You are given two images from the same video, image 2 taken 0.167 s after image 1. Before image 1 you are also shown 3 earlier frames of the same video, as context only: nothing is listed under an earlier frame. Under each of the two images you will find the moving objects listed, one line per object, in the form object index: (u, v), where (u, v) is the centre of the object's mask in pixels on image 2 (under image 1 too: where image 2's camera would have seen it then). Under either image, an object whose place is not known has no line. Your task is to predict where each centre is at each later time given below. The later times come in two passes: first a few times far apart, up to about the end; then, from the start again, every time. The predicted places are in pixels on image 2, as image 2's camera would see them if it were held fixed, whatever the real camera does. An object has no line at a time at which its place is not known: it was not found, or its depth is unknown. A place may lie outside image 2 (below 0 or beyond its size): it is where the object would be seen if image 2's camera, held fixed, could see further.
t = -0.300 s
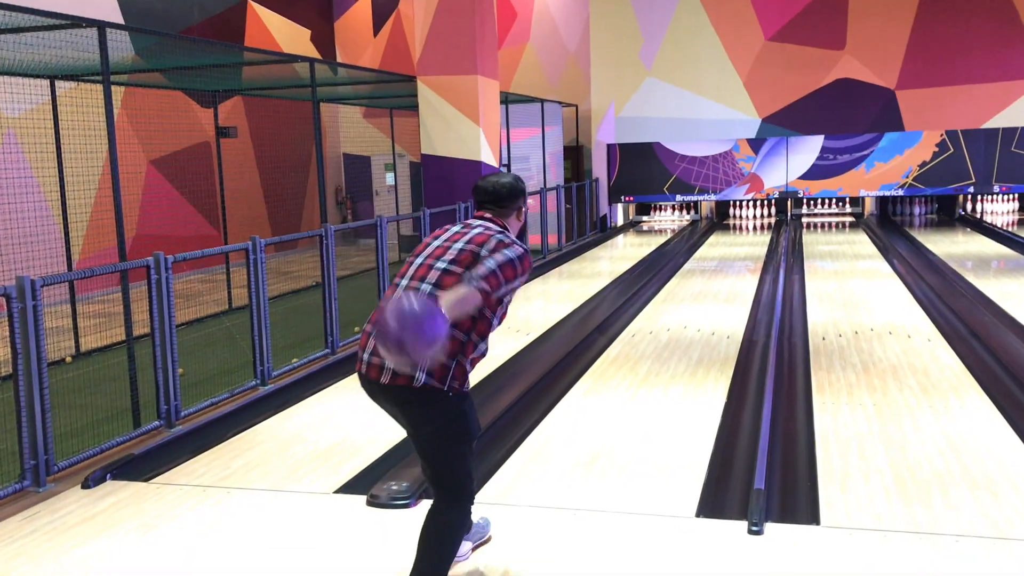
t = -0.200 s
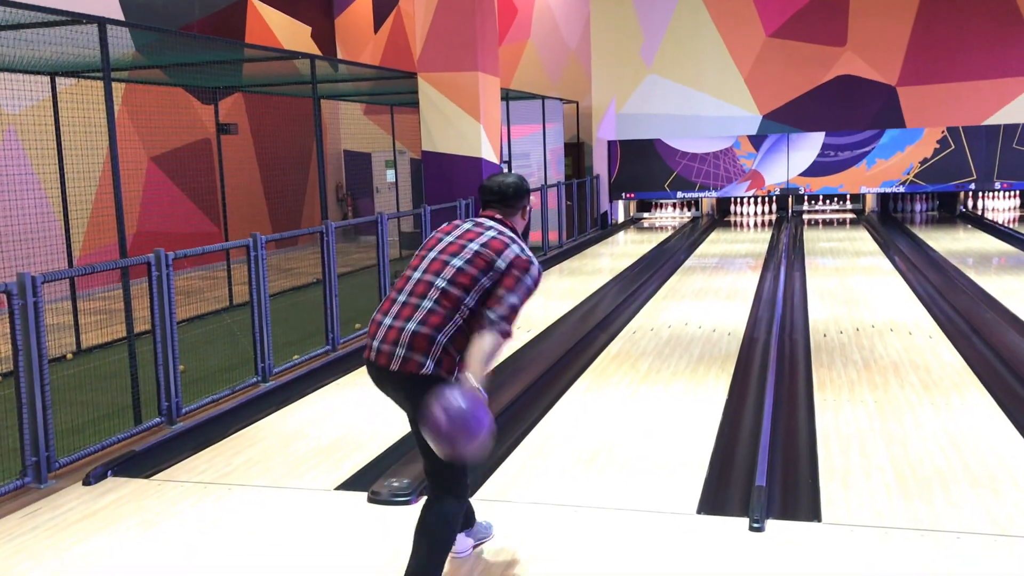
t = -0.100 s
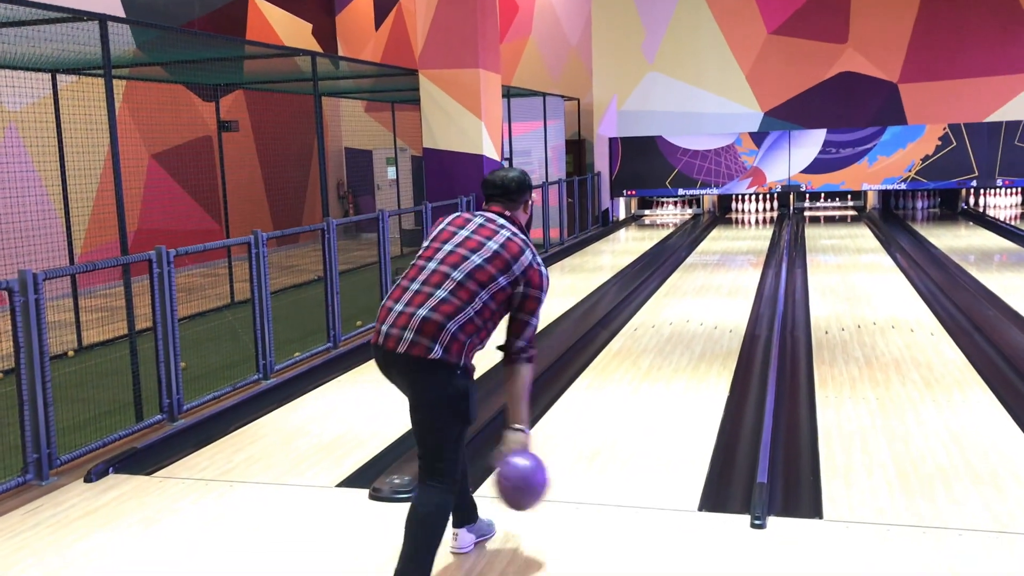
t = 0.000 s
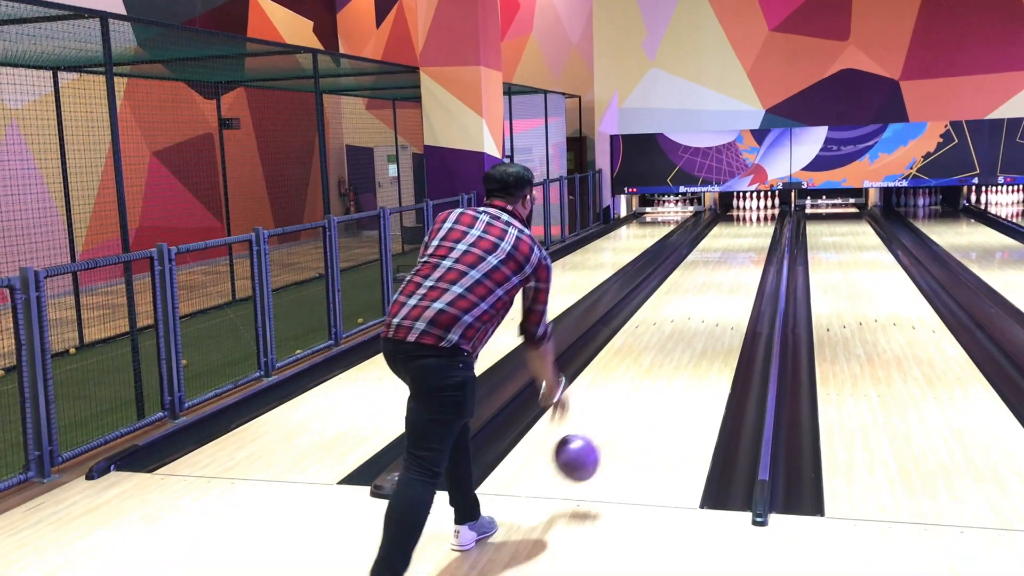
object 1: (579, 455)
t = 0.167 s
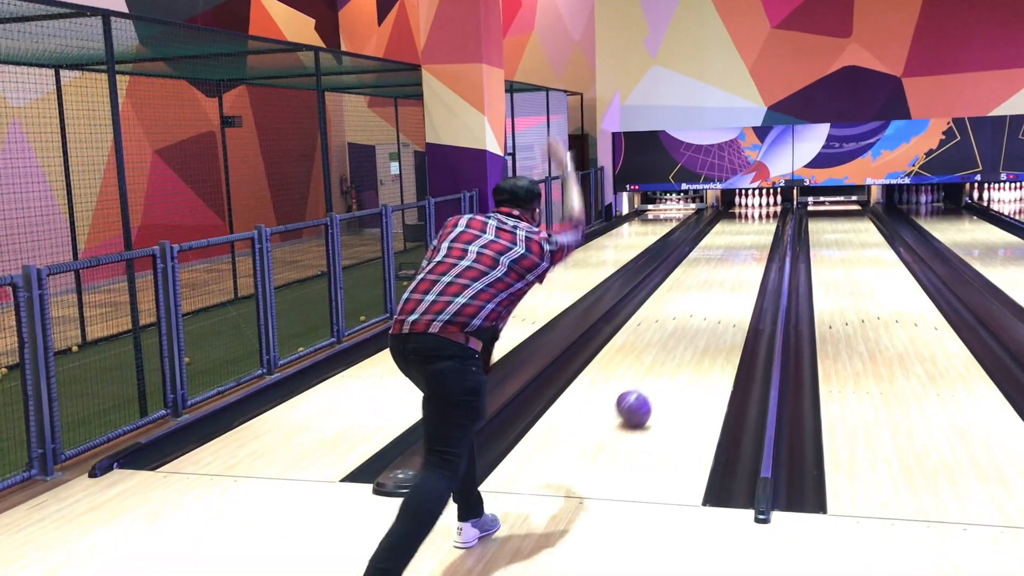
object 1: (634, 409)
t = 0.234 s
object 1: (649, 386)
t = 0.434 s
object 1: (683, 336)
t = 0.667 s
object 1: (708, 299)
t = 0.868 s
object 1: (723, 277)
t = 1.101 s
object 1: (736, 258)
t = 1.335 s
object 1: (746, 245)
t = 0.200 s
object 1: (641, 397)
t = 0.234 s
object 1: (649, 386)
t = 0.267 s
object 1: (656, 376)
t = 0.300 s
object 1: (662, 367)
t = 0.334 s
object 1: (668, 359)
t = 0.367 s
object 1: (673, 351)
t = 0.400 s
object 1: (678, 343)
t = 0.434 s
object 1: (683, 336)
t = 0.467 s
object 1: (687, 330)
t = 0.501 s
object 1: (691, 324)
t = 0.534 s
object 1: (695, 319)
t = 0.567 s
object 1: (698, 313)
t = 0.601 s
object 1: (702, 308)
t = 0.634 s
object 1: (705, 304)
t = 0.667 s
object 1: (708, 299)
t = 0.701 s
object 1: (711, 295)
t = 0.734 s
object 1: (713, 291)
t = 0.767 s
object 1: (716, 287)
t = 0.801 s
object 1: (718, 284)
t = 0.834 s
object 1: (721, 280)
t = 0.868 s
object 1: (723, 277)
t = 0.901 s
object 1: (725, 274)
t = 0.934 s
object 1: (727, 271)
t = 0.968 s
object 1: (729, 268)
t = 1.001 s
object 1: (731, 266)
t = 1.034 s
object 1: (733, 263)
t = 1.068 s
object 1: (734, 261)
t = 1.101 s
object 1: (736, 258)
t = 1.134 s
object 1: (738, 256)
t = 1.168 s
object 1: (739, 254)
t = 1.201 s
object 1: (740, 252)
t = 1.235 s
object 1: (742, 250)
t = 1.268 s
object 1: (743, 248)
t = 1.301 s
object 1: (744, 247)
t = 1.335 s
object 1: (746, 245)
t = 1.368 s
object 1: (746, 243)
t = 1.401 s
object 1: (747, 241)
